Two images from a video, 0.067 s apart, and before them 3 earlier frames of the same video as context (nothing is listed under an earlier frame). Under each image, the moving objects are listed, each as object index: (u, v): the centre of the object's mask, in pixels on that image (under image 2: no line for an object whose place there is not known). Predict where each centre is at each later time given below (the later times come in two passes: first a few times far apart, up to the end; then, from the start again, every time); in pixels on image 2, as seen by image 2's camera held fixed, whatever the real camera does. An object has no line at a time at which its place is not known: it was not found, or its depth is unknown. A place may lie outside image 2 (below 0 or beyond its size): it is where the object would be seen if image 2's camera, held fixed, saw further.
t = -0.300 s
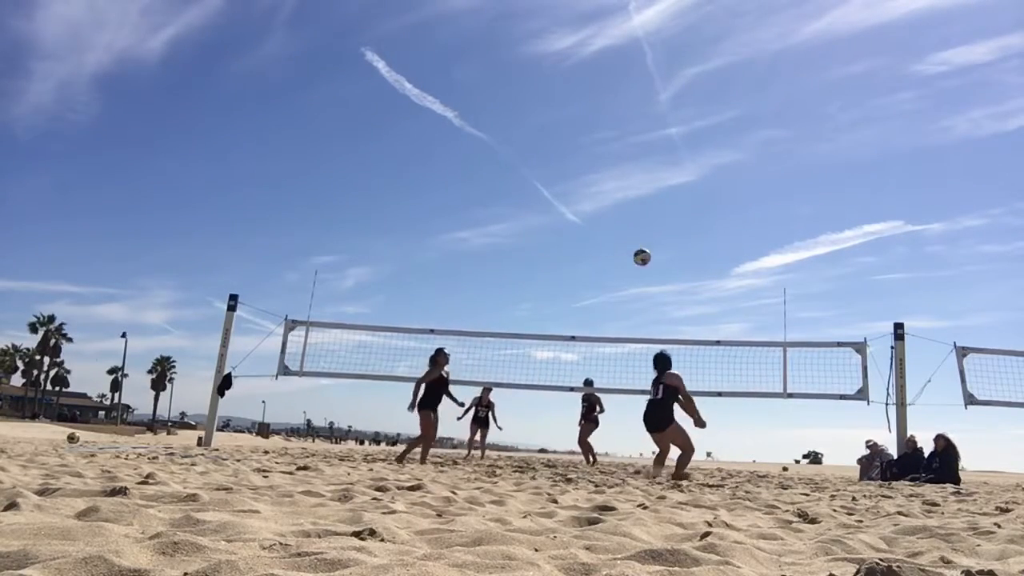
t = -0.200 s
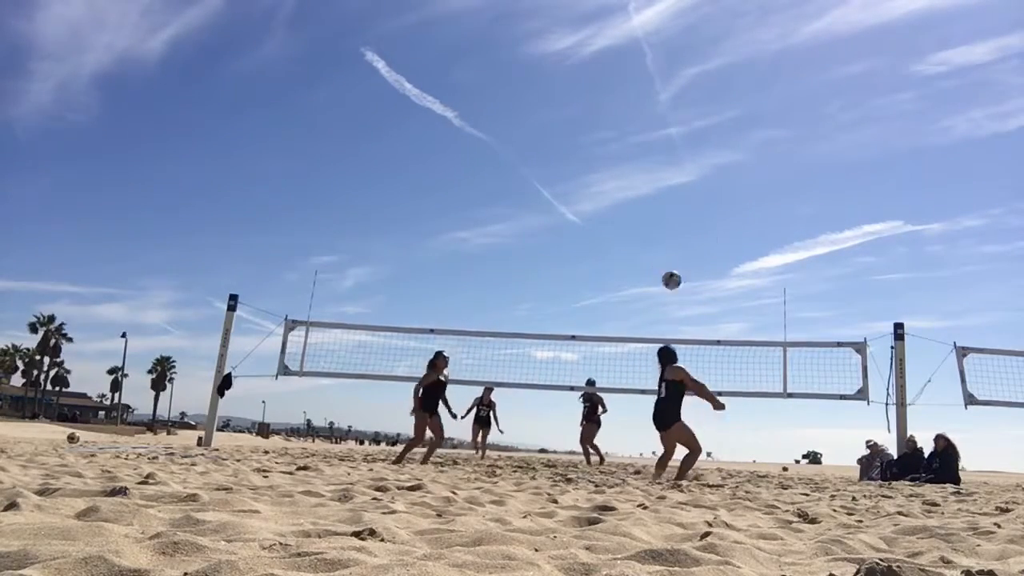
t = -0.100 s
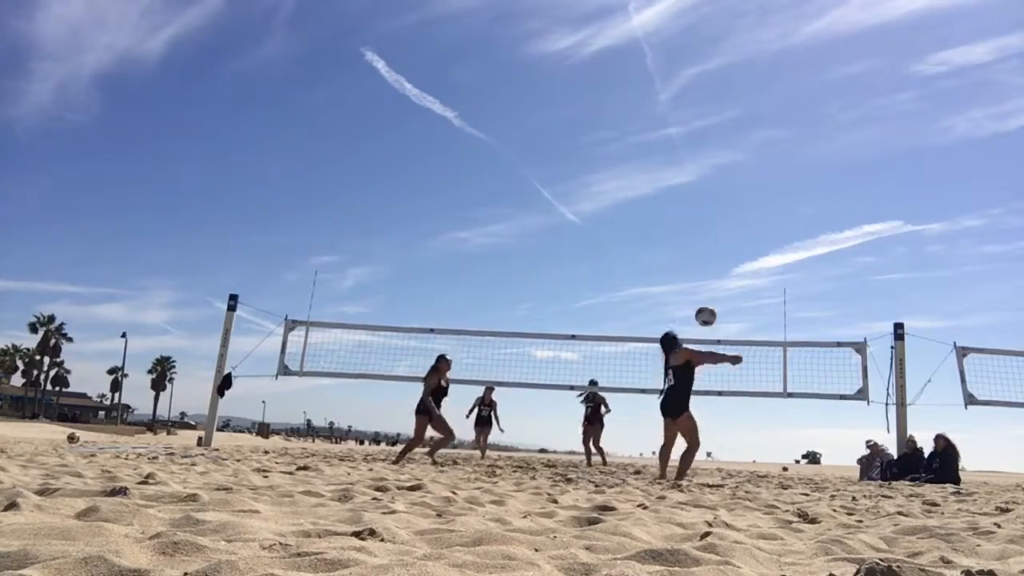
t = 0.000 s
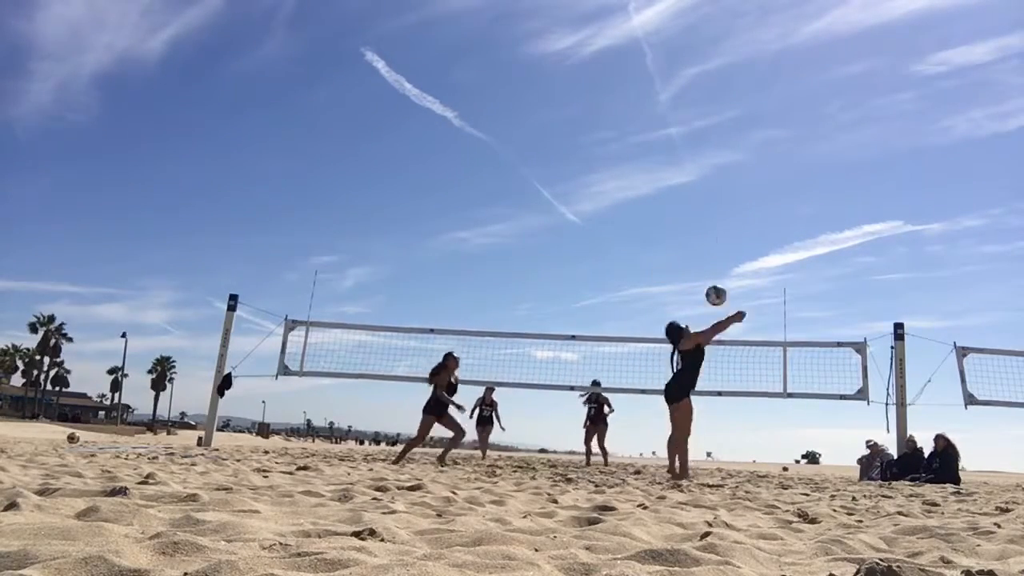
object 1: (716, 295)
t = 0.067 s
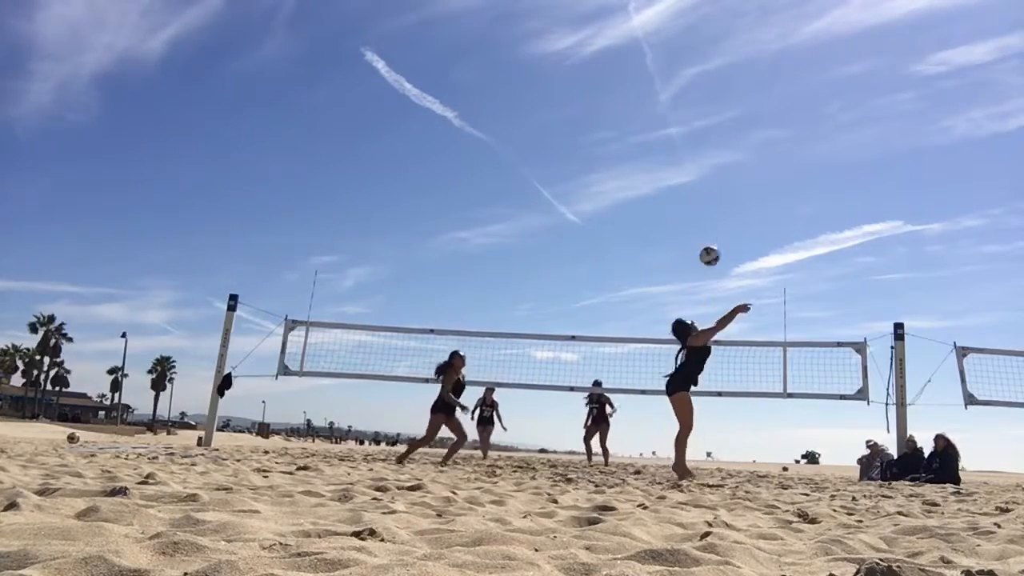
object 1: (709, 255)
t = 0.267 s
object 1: (693, 175)
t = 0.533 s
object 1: (674, 136)
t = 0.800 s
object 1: (658, 150)
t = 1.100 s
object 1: (640, 218)
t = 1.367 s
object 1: (626, 313)
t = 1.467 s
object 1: (621, 357)
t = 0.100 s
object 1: (707, 238)
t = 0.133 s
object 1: (703, 223)
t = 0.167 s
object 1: (701, 209)
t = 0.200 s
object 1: (698, 197)
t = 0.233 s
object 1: (695, 185)
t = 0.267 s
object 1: (693, 175)
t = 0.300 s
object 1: (690, 167)
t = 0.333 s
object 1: (688, 159)
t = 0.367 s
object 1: (685, 153)
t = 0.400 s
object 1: (682, 147)
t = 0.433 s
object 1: (680, 143)
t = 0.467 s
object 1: (678, 140)
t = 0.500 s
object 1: (676, 137)
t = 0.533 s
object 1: (674, 136)
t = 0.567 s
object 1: (671, 135)
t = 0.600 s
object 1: (669, 135)
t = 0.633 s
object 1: (667, 136)
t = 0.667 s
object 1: (665, 137)
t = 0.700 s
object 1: (663, 139)
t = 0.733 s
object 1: (662, 143)
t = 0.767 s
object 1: (660, 146)
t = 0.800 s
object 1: (658, 150)
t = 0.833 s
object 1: (656, 155)
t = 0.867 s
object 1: (654, 161)
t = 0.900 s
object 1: (652, 168)
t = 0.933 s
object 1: (649, 174)
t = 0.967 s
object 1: (648, 182)
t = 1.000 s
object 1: (646, 190)
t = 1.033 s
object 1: (644, 199)
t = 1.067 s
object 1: (642, 208)
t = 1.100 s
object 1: (640, 218)
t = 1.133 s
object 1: (638, 228)
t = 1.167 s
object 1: (637, 238)
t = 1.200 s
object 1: (635, 249)
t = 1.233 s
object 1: (633, 262)
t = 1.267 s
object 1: (631, 274)
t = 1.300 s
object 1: (630, 286)
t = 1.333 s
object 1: (628, 299)
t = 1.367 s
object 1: (626, 313)
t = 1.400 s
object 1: (624, 327)
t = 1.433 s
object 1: (622, 342)
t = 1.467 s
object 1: (621, 357)
